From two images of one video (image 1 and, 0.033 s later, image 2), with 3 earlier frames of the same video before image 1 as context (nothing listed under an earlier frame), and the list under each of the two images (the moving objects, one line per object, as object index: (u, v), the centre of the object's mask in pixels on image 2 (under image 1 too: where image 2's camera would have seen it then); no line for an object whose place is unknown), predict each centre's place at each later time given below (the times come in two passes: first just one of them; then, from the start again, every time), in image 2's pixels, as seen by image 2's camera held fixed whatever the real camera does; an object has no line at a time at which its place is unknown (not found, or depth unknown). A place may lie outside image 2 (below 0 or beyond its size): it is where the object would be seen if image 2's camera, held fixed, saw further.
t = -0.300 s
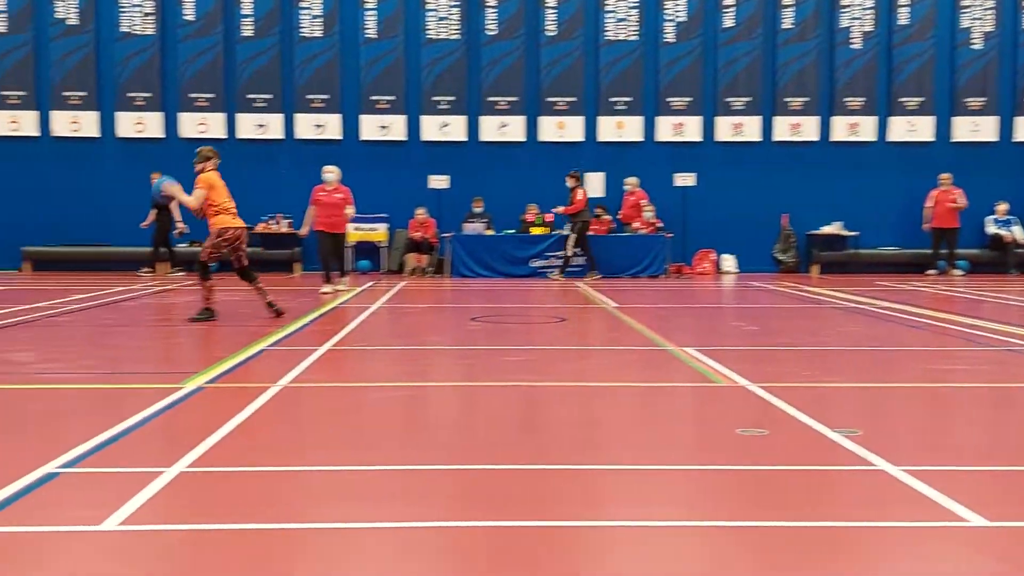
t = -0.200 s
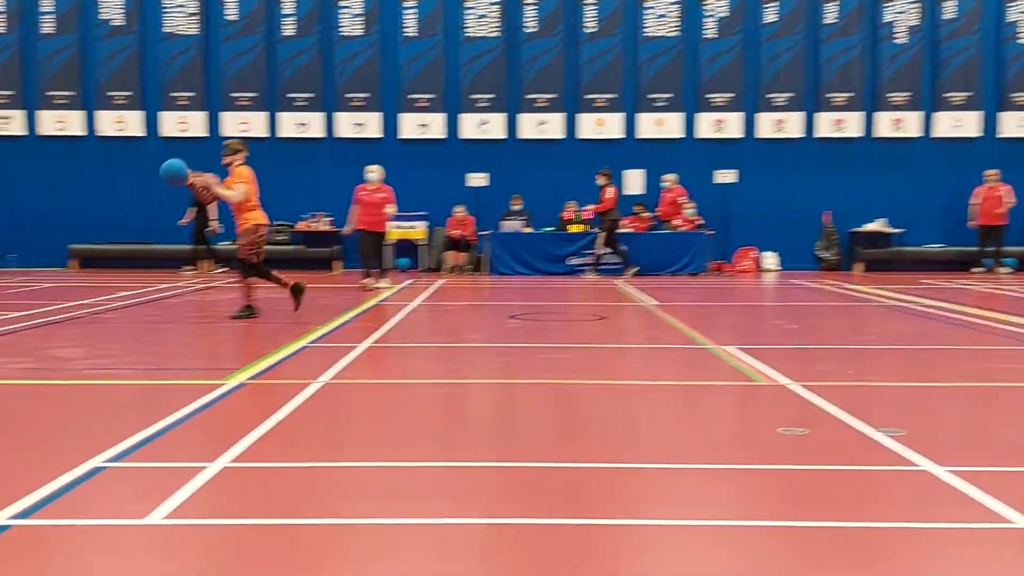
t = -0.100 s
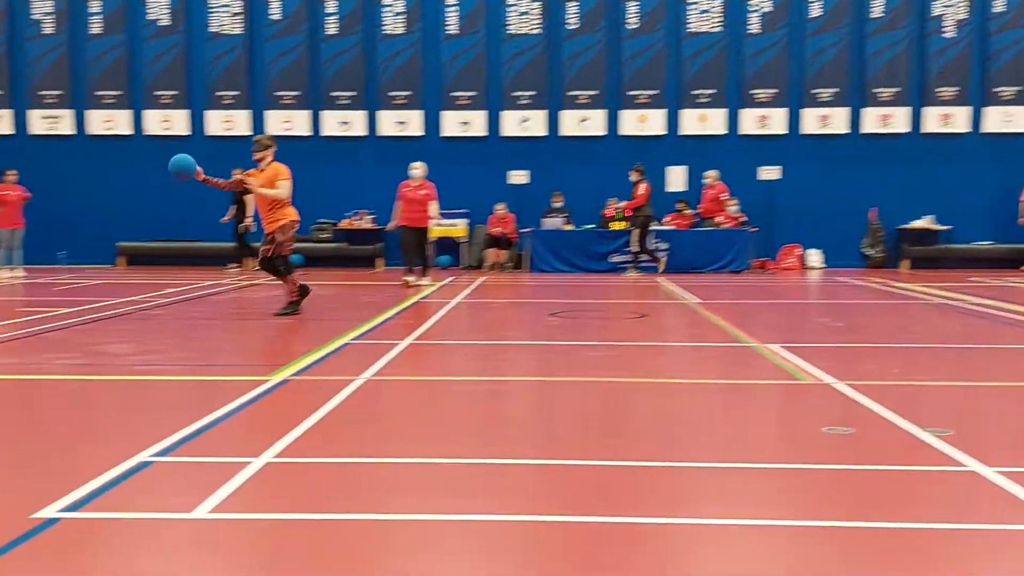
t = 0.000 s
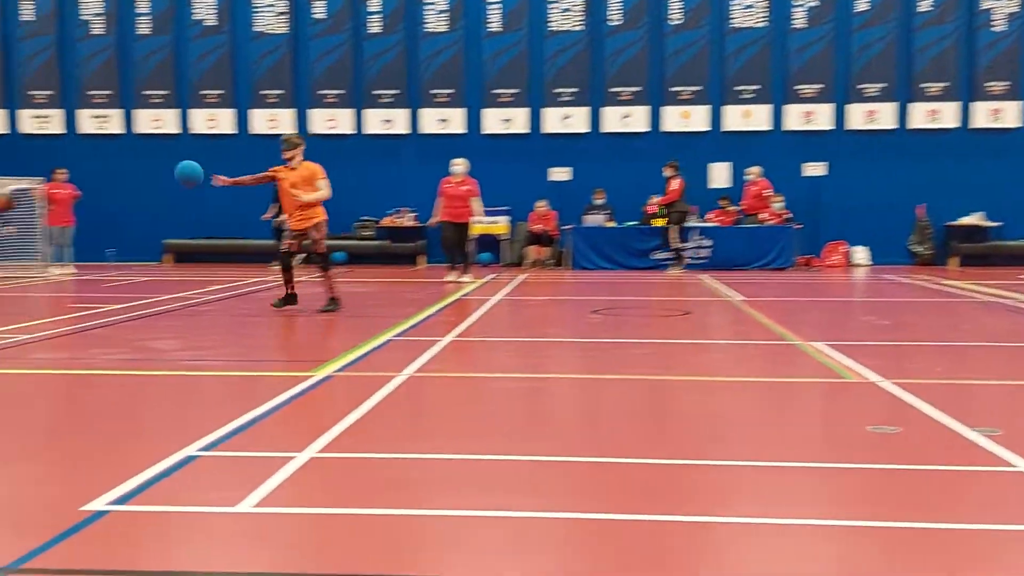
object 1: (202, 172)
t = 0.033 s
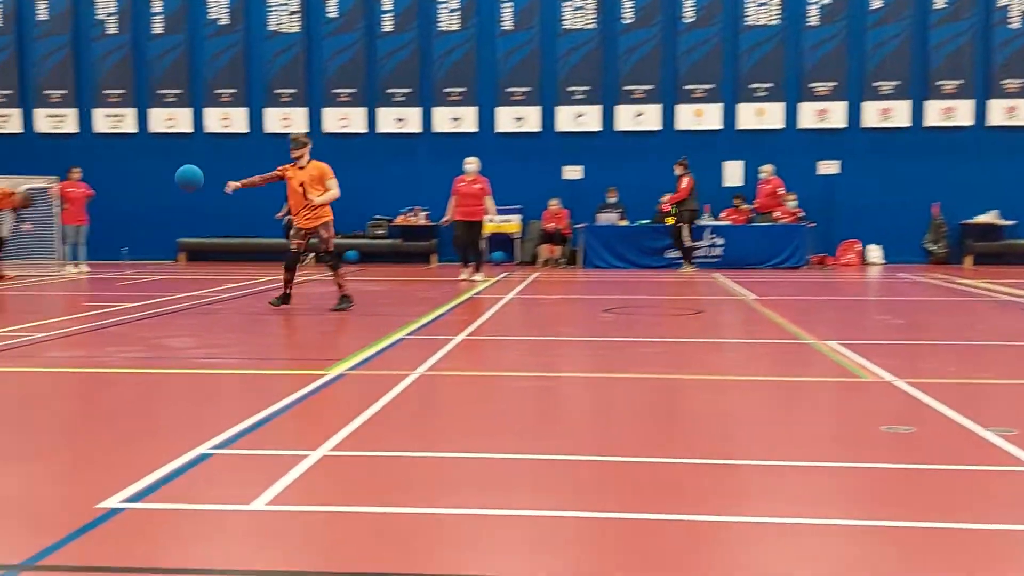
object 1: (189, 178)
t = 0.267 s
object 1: (103, 254)
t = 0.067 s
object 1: (177, 184)
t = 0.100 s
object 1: (166, 192)
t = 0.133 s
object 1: (154, 202)
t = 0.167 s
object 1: (143, 212)
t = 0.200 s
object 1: (129, 225)
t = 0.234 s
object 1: (116, 239)
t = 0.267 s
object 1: (103, 254)
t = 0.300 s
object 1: (85, 273)
